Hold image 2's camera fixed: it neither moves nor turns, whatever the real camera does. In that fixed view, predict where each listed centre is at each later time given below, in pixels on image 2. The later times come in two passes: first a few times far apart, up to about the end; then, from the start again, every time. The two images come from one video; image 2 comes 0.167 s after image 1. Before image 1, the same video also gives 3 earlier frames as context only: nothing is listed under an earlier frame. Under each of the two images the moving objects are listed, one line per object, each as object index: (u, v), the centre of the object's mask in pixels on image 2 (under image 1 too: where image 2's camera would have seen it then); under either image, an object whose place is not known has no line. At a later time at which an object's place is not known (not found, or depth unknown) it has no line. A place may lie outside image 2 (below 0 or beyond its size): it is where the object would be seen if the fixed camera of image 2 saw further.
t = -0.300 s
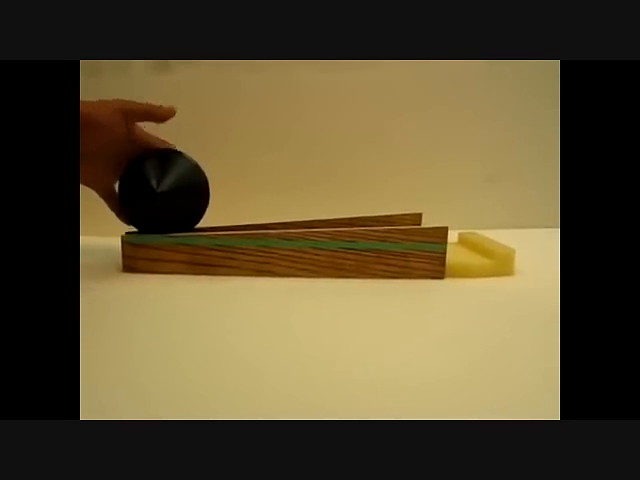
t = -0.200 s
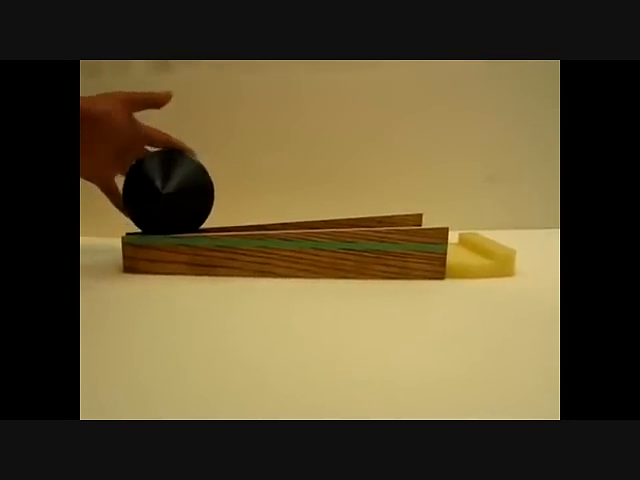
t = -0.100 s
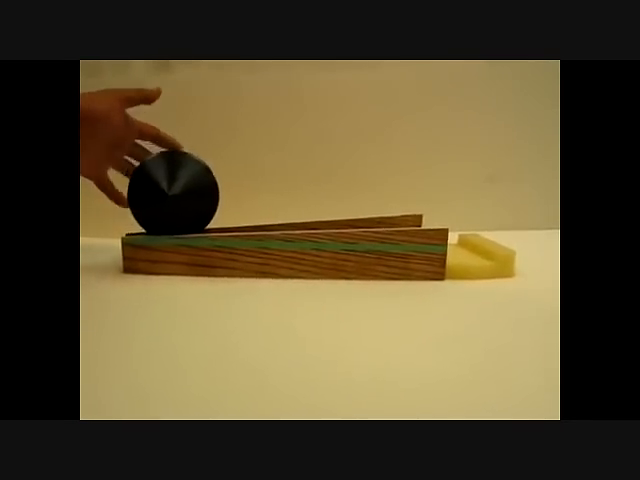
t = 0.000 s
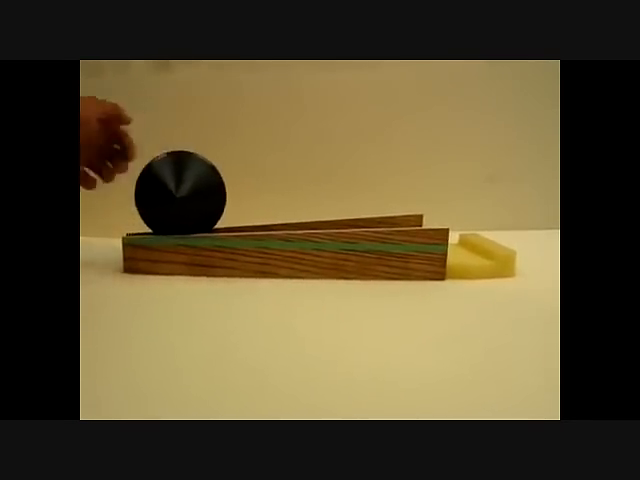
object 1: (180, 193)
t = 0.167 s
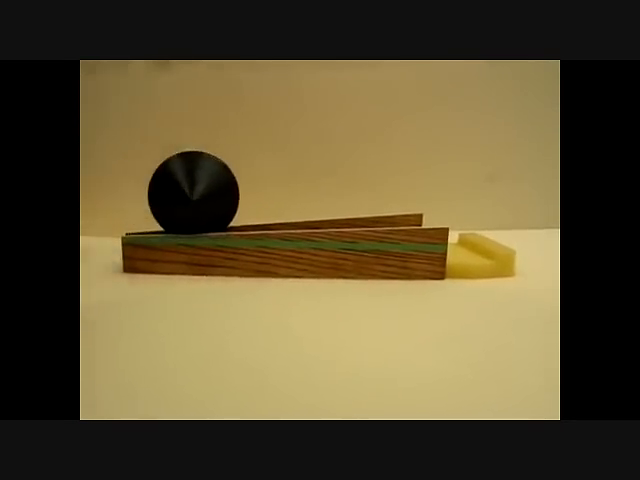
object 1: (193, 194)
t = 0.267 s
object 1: (203, 195)
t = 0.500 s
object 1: (229, 197)
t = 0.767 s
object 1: (267, 199)
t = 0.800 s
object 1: (273, 199)
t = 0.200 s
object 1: (196, 194)
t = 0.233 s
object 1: (200, 195)
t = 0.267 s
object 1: (203, 195)
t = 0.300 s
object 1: (206, 195)
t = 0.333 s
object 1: (209, 195)
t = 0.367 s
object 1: (213, 196)
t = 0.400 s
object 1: (217, 196)
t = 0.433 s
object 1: (221, 196)
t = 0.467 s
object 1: (225, 196)
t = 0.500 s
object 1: (229, 197)
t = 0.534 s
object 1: (234, 197)
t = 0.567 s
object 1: (238, 197)
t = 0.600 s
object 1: (242, 197)
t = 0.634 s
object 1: (247, 197)
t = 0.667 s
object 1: (252, 198)
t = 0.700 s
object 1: (257, 198)
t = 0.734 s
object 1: (262, 198)
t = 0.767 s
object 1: (267, 199)
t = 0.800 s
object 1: (273, 199)
